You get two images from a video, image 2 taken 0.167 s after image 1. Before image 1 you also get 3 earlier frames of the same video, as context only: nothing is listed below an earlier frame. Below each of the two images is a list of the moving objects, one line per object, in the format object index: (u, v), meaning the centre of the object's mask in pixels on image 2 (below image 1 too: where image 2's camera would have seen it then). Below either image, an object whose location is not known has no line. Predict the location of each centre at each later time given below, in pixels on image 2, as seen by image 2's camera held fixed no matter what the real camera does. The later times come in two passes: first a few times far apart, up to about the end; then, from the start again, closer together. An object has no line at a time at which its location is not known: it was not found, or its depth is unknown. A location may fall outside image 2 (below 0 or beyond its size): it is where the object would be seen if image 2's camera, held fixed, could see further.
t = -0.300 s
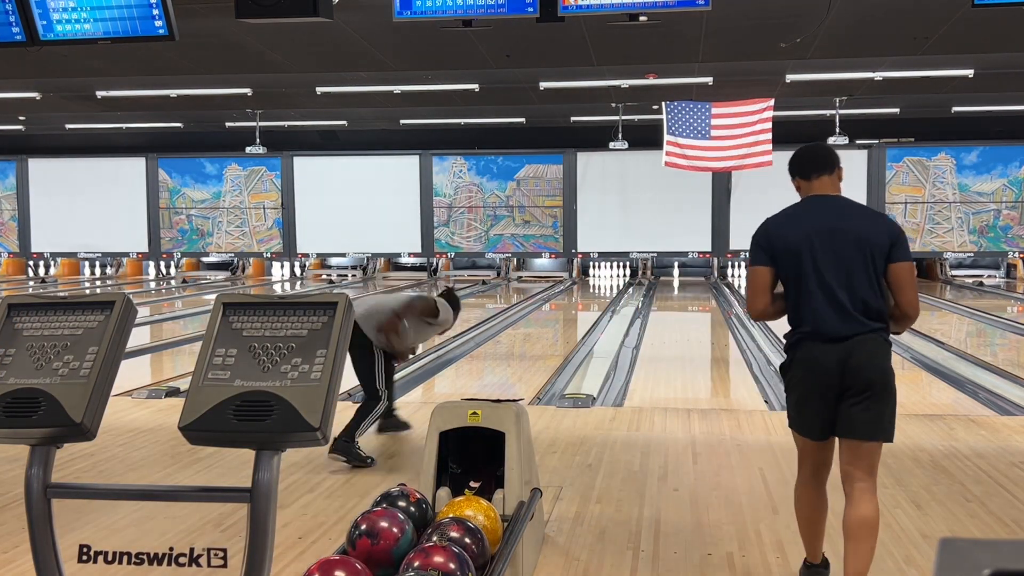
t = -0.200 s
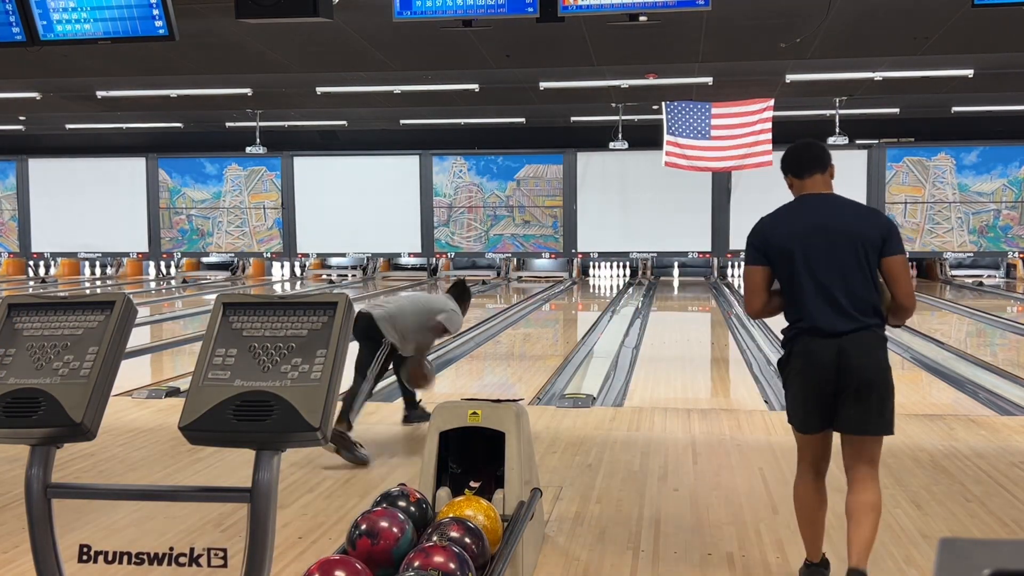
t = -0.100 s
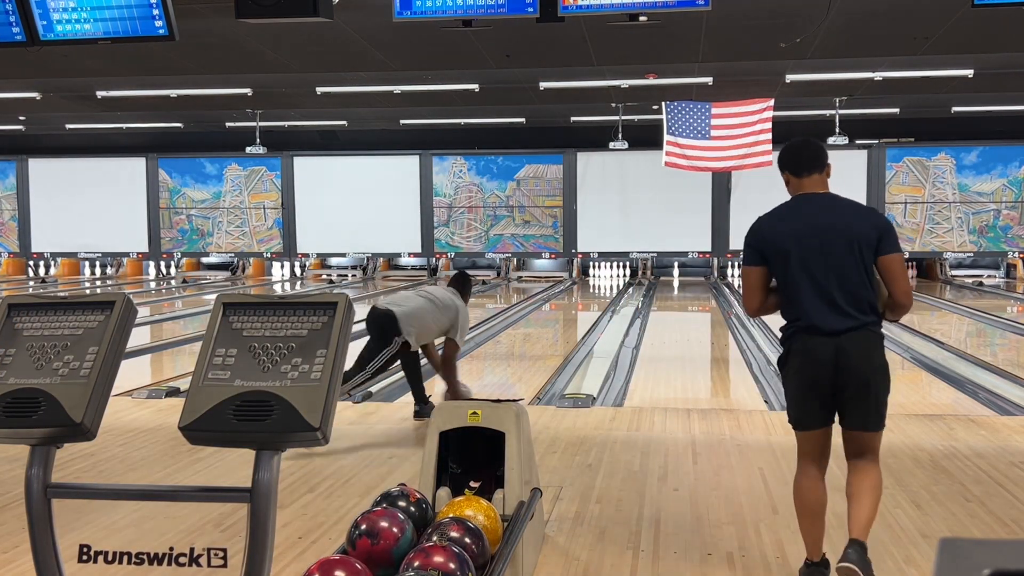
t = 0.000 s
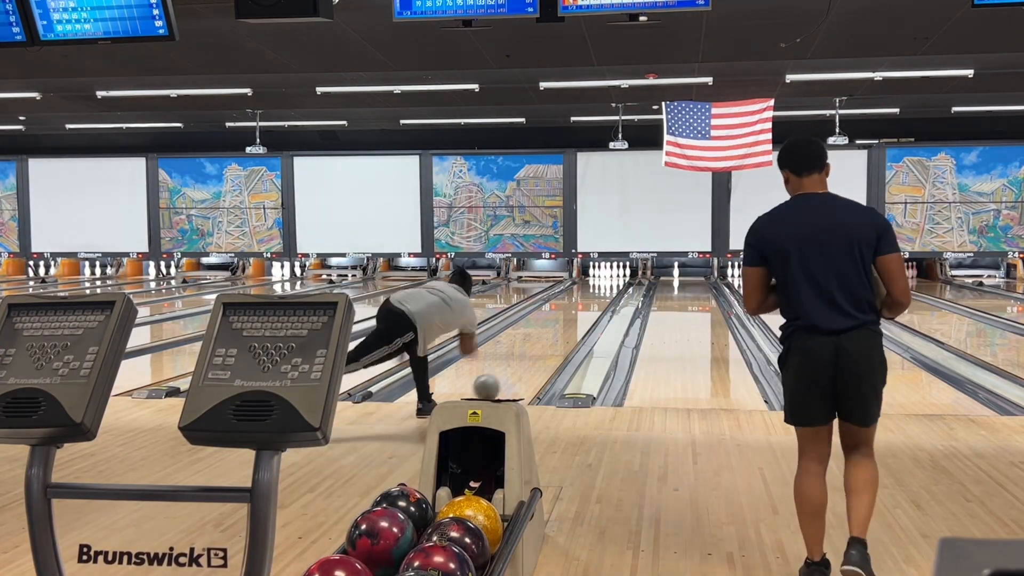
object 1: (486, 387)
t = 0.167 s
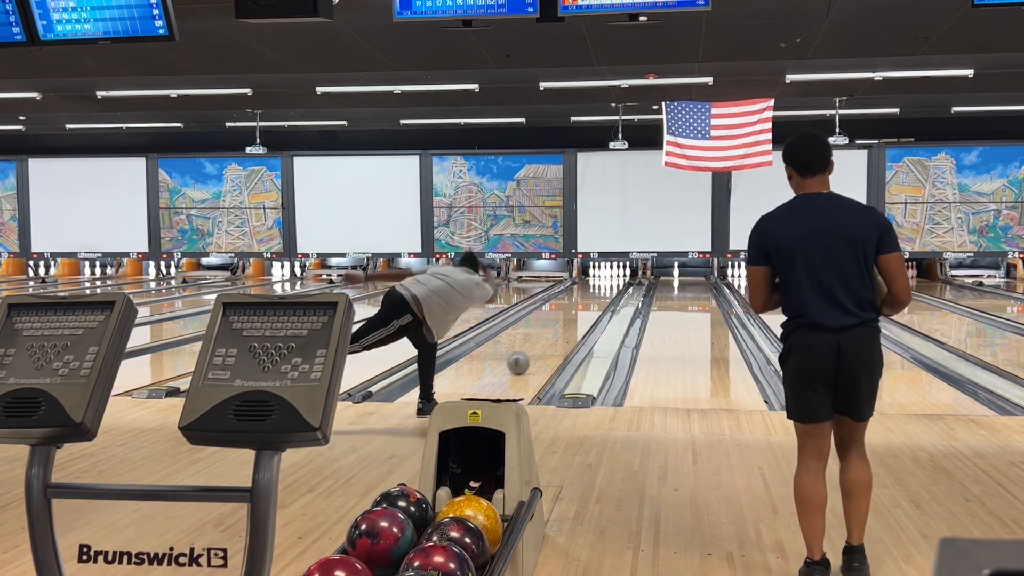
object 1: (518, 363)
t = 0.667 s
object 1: (573, 320)
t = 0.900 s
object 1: (588, 308)
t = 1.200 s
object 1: (600, 296)
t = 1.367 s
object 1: (605, 290)
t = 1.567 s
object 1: (610, 285)
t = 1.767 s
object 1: (612, 281)
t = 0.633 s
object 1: (570, 322)
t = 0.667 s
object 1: (573, 320)
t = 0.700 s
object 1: (575, 318)
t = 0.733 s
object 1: (577, 316)
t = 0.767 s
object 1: (580, 315)
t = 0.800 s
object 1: (582, 313)
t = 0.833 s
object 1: (584, 311)
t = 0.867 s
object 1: (586, 309)
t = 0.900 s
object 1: (588, 308)
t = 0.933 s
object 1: (589, 307)
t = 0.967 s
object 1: (591, 305)
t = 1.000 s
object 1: (592, 303)
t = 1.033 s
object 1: (594, 302)
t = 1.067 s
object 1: (595, 301)
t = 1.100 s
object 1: (597, 300)
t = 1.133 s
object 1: (598, 298)
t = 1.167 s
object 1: (599, 297)
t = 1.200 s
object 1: (600, 296)
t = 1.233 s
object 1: (601, 295)
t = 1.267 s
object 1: (602, 293)
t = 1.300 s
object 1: (604, 292)
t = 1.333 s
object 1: (605, 292)
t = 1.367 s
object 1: (605, 290)
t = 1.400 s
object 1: (607, 289)
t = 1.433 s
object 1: (607, 289)
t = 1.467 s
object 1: (608, 288)
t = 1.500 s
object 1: (609, 287)
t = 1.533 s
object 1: (609, 286)
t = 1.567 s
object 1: (610, 285)
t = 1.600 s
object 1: (610, 285)
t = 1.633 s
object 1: (611, 284)
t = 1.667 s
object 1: (611, 283)
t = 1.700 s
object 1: (611, 282)
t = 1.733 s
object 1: (612, 281)
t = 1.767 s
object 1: (612, 281)
